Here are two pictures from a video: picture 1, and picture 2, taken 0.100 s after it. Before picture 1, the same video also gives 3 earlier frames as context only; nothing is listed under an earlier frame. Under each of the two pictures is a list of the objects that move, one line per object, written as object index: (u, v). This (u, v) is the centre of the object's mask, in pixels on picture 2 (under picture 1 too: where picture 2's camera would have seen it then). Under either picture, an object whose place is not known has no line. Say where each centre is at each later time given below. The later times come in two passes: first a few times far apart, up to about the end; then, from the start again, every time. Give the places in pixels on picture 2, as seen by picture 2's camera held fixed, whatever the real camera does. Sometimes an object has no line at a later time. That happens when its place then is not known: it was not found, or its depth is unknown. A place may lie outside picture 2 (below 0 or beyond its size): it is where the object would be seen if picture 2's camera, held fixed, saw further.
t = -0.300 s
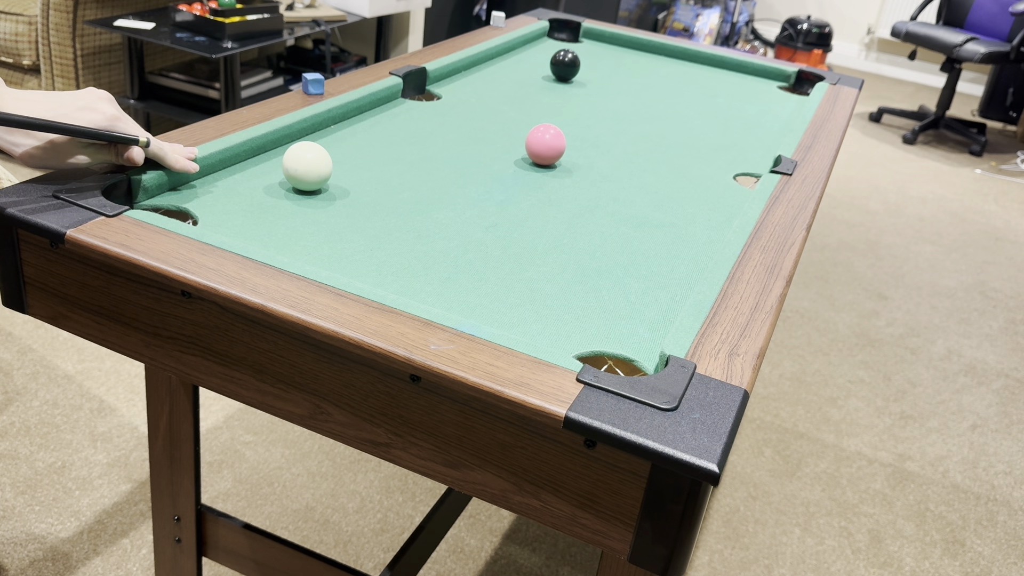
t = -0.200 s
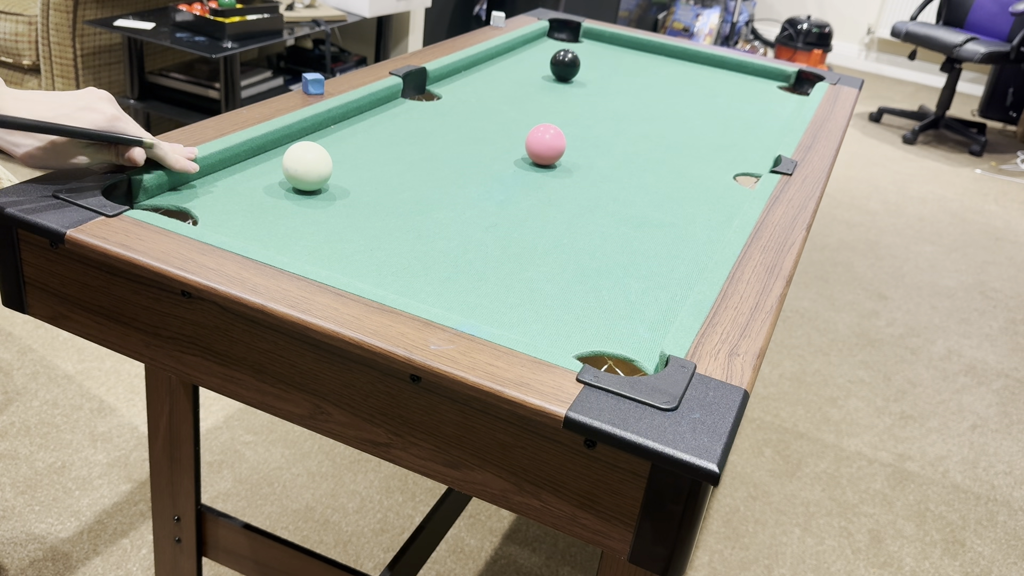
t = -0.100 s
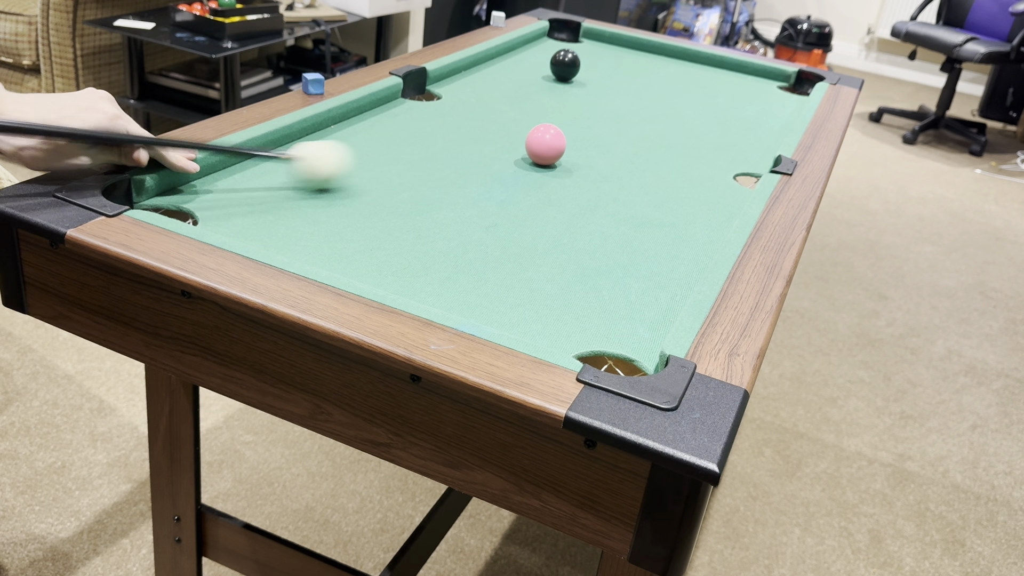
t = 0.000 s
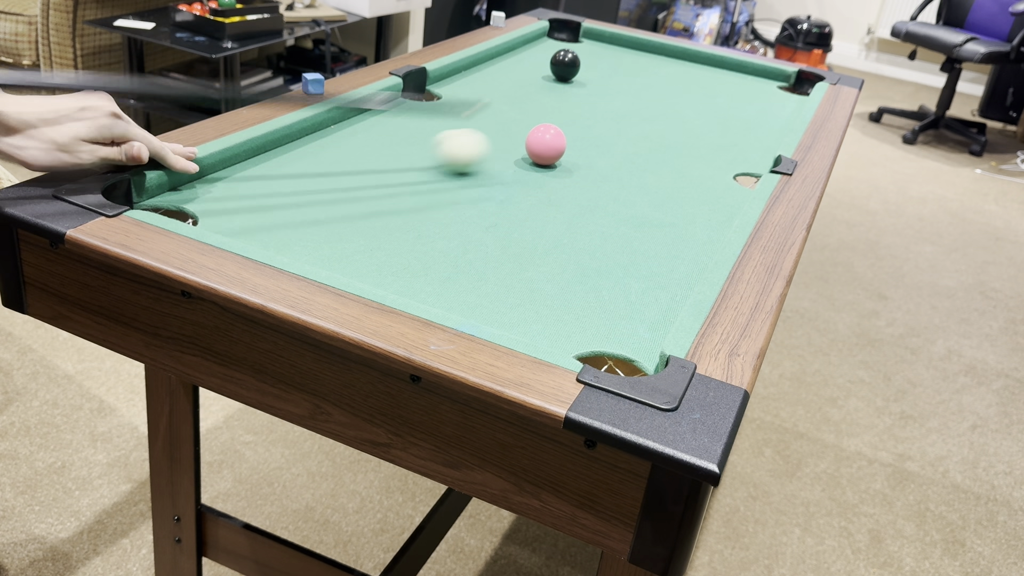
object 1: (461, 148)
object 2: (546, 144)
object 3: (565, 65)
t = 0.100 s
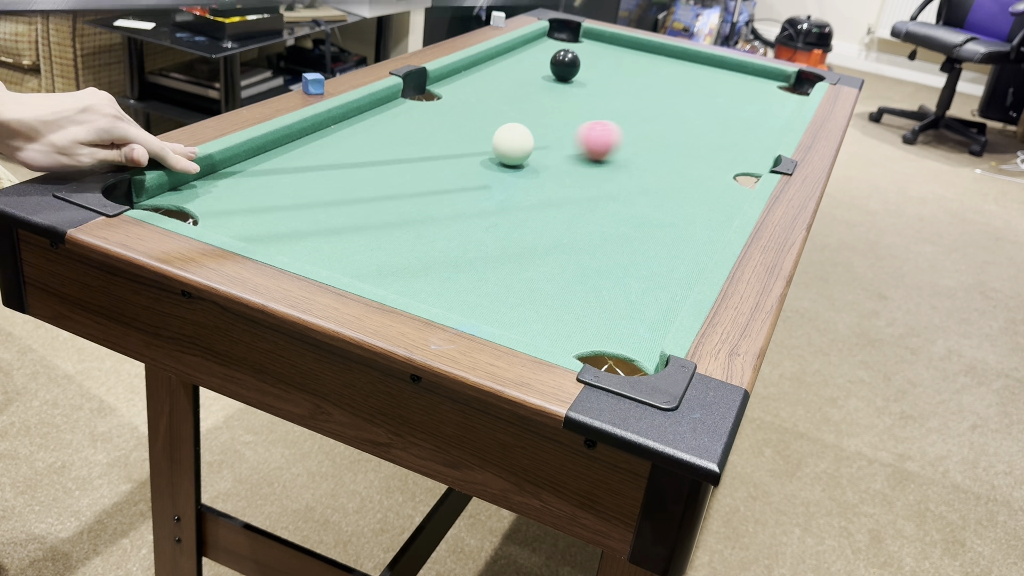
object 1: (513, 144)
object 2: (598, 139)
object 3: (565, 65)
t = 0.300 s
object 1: (558, 134)
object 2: (726, 130)
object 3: (565, 65)
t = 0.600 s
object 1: (624, 122)
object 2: (751, 98)
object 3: (565, 65)
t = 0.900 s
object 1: (678, 111)
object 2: (739, 68)
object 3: (565, 65)
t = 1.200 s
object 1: (721, 102)
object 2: (709, 61)
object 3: (565, 65)
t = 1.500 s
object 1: (757, 95)
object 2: (674, 60)
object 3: (565, 65)
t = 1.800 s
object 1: (789, 89)
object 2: (641, 60)
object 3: (565, 65)
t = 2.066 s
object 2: (611, 61)
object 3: (565, 65)
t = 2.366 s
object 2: (584, 58)
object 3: (564, 65)
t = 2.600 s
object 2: (571, 54)
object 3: (556, 67)
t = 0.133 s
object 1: (518, 142)
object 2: (625, 137)
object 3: (565, 65)
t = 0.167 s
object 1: (524, 141)
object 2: (648, 136)
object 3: (565, 65)
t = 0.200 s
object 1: (533, 139)
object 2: (669, 134)
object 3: (565, 65)
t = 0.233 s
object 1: (541, 137)
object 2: (689, 133)
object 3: (565, 65)
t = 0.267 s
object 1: (550, 136)
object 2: (708, 131)
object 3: (565, 65)
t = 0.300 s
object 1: (558, 134)
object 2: (726, 130)
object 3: (565, 65)
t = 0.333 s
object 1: (566, 133)
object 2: (744, 128)
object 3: (565, 65)
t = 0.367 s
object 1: (574, 131)
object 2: (762, 127)
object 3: (565, 65)
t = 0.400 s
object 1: (582, 130)
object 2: (771, 124)
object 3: (565, 65)
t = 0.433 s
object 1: (589, 129)
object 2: (765, 119)
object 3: (565, 65)
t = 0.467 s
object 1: (597, 127)
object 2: (760, 115)
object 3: (565, 65)
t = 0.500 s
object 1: (604, 126)
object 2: (757, 110)
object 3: (565, 65)
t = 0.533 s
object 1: (611, 125)
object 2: (755, 106)
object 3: (565, 65)
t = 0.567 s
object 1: (618, 123)
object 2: (753, 102)
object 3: (565, 65)
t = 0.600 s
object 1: (624, 122)
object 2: (751, 98)
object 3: (565, 65)
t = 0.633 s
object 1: (631, 121)
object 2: (750, 94)
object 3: (565, 65)
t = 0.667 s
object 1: (638, 120)
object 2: (748, 91)
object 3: (565, 65)
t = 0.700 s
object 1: (644, 119)
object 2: (747, 87)
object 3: (565, 65)
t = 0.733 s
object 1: (650, 117)
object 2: (745, 83)
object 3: (565, 65)
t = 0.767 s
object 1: (656, 116)
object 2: (744, 80)
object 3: (565, 65)
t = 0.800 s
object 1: (662, 115)
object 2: (742, 77)
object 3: (565, 65)
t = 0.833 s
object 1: (667, 114)
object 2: (741, 74)
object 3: (565, 65)
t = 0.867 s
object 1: (673, 113)
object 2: (740, 71)
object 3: (565, 65)
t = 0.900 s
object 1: (678, 111)
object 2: (739, 68)
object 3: (565, 65)
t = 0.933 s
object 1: (684, 110)
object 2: (738, 65)
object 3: (565, 65)
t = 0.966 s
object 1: (689, 109)
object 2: (737, 63)
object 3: (565, 65)
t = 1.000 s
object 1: (694, 108)
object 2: (736, 60)
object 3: (565, 65)
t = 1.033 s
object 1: (699, 107)
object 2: (731, 58)
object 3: (565, 65)
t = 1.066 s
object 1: (703, 106)
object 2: (726, 60)
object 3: (565, 65)
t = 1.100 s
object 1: (708, 105)
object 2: (721, 61)
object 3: (565, 65)
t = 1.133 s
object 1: (712, 104)
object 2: (717, 61)
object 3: (565, 65)
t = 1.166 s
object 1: (717, 103)
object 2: (713, 61)
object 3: (565, 65)
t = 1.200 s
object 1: (721, 102)
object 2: (709, 61)
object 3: (565, 65)
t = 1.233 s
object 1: (725, 101)
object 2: (705, 61)
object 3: (565, 65)
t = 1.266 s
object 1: (729, 100)
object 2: (701, 60)
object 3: (565, 65)
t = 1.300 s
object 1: (733, 99)
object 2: (697, 60)
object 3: (565, 65)
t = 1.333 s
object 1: (737, 99)
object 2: (693, 60)
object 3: (565, 65)
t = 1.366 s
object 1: (741, 98)
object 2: (689, 60)
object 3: (565, 65)
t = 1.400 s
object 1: (745, 97)
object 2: (686, 60)
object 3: (565, 65)
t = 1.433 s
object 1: (749, 96)
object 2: (682, 60)
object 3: (565, 65)
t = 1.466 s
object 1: (753, 96)
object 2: (678, 60)
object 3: (565, 65)
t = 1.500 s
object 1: (757, 95)
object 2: (674, 60)
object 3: (565, 65)
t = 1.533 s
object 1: (760, 94)
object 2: (671, 60)
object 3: (565, 65)
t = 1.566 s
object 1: (764, 94)
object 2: (667, 60)
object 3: (565, 65)
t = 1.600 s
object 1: (768, 93)
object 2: (663, 60)
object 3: (565, 65)
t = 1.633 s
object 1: (771, 92)
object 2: (659, 60)
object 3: (565, 65)
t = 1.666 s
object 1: (775, 92)
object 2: (656, 60)
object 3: (565, 65)
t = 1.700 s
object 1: (778, 91)
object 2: (652, 60)
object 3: (565, 65)
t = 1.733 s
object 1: (782, 91)
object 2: (648, 60)
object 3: (565, 65)
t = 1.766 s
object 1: (785, 90)
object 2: (644, 60)
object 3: (565, 65)
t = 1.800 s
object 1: (789, 89)
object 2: (641, 60)
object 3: (565, 65)
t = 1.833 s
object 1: (793, 89)
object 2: (637, 60)
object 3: (565, 65)
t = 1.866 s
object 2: (633, 60)
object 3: (565, 65)
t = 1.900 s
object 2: (629, 60)
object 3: (565, 65)
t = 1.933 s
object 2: (625, 60)
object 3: (565, 65)
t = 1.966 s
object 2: (622, 60)
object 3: (565, 65)
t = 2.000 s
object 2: (618, 60)
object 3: (565, 65)
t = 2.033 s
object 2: (614, 60)
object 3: (565, 65)
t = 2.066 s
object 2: (611, 61)
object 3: (565, 65)
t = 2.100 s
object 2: (607, 60)
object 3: (565, 65)
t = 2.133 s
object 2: (603, 60)
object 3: (565, 65)
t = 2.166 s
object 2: (600, 60)
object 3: (565, 65)
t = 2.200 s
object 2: (596, 60)
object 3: (565, 65)
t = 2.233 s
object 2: (593, 60)
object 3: (565, 65)
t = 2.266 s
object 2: (590, 60)
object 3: (565, 65)
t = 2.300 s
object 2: (588, 60)
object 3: (565, 65)
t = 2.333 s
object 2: (586, 59)
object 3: (565, 65)
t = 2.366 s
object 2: (584, 58)
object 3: (564, 65)
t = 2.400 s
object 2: (582, 58)
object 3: (562, 65)
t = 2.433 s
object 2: (580, 57)
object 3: (561, 66)
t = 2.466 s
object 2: (578, 56)
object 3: (560, 66)
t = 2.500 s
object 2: (576, 56)
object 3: (559, 66)
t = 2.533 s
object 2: (575, 55)
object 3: (558, 66)
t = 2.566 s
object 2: (573, 55)
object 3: (557, 67)
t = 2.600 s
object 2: (571, 54)
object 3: (556, 67)
